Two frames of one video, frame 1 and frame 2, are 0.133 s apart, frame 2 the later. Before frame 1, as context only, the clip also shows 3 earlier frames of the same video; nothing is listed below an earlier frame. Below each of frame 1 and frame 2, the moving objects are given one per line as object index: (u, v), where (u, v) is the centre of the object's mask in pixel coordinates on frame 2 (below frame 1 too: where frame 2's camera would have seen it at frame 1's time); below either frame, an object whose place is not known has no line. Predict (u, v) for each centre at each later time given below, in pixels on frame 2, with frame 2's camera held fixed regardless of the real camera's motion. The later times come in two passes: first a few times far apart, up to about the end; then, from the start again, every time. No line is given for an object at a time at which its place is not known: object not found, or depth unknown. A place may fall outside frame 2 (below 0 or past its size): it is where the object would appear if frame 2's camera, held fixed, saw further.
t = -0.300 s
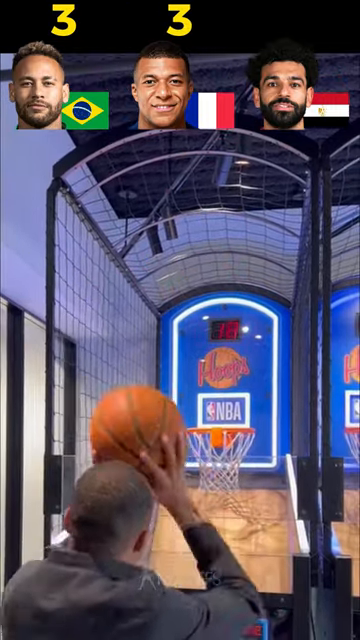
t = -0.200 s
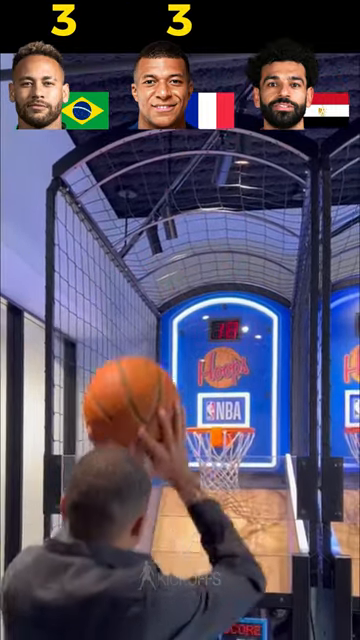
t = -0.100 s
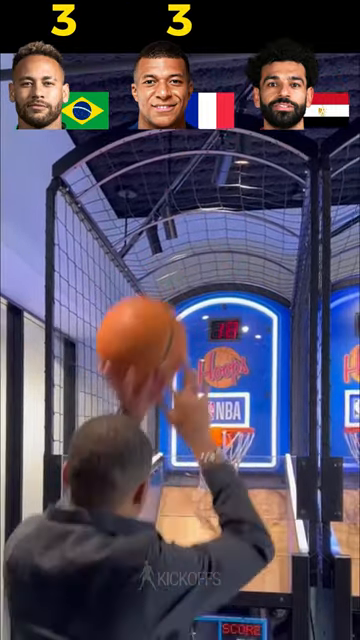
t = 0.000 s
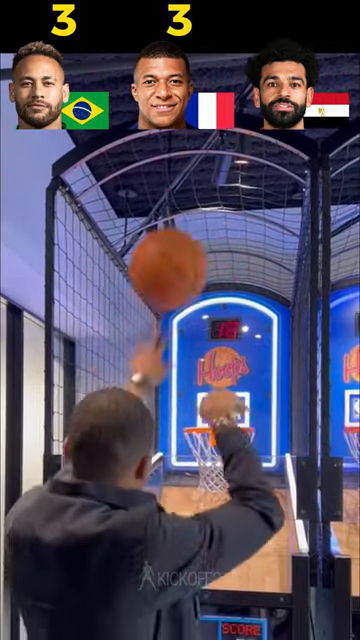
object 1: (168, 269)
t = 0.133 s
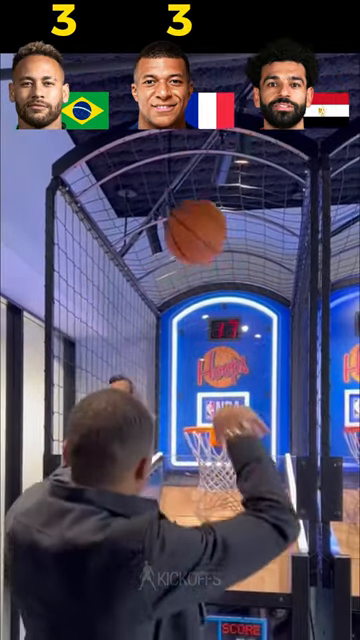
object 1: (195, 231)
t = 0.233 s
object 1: (209, 241)
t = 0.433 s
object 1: (226, 315)
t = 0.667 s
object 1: (231, 416)
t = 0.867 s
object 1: (208, 413)
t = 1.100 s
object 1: (238, 409)
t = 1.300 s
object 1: (216, 410)
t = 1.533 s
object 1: (209, 415)
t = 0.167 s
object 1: (200, 232)
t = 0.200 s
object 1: (204, 235)
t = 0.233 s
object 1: (209, 241)
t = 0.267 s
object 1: (213, 249)
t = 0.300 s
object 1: (216, 259)
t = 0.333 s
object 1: (219, 270)
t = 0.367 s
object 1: (221, 282)
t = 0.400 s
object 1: (224, 297)
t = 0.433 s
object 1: (226, 315)
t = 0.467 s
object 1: (228, 329)
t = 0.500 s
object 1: (230, 347)
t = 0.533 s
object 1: (231, 365)
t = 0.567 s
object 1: (234, 384)
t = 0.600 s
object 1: (237, 403)
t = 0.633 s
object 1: (236, 415)
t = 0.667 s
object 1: (231, 416)
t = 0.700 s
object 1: (225, 417)
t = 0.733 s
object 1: (215, 417)
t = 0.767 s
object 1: (206, 417)
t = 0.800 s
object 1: (203, 416)
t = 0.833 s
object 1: (203, 414)
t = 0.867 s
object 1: (208, 413)
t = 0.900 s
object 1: (216, 412)
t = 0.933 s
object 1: (224, 411)
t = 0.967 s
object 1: (229, 410)
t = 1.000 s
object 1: (235, 410)
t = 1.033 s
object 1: (237, 409)
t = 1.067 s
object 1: (238, 409)
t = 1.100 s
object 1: (238, 409)
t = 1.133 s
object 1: (236, 409)
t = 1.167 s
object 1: (234, 409)
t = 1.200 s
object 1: (231, 409)
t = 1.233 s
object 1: (226, 409)
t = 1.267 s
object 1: (222, 409)
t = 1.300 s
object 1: (216, 410)
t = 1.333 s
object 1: (211, 411)
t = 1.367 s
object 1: (206, 412)
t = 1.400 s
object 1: (203, 412)
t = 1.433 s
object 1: (201, 413)
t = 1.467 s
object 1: (201, 413)
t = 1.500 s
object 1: (204, 414)
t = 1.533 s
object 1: (209, 415)
